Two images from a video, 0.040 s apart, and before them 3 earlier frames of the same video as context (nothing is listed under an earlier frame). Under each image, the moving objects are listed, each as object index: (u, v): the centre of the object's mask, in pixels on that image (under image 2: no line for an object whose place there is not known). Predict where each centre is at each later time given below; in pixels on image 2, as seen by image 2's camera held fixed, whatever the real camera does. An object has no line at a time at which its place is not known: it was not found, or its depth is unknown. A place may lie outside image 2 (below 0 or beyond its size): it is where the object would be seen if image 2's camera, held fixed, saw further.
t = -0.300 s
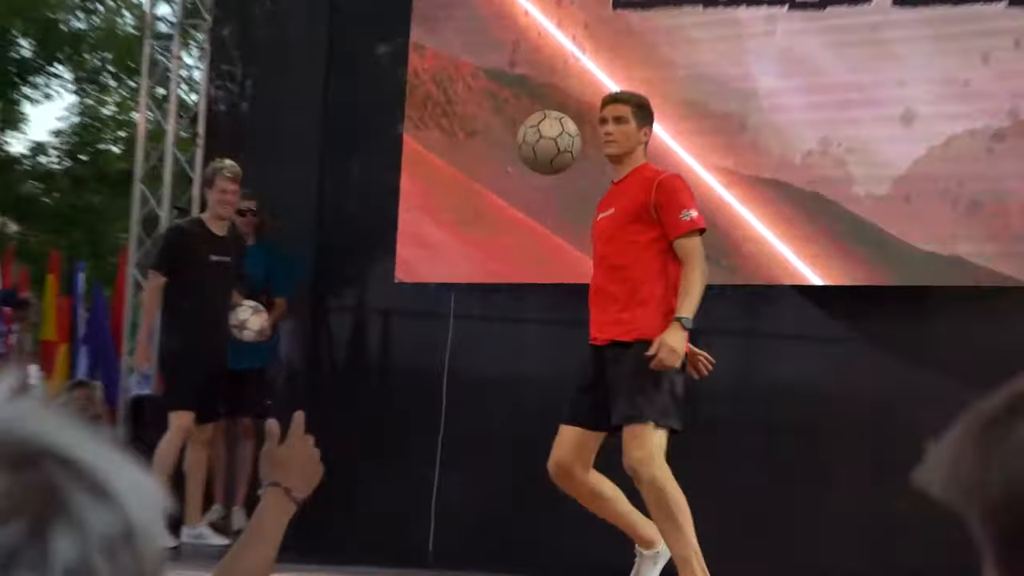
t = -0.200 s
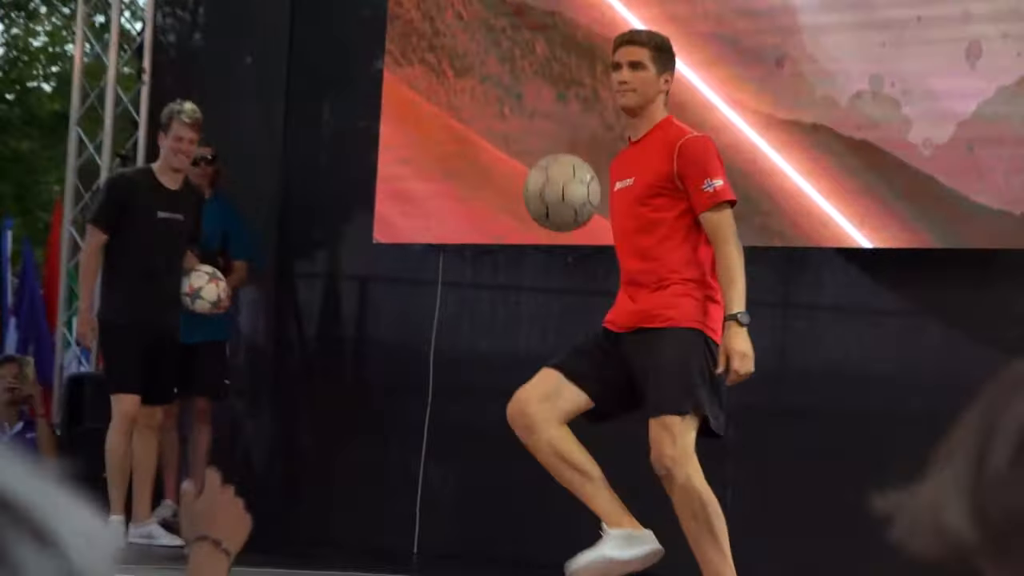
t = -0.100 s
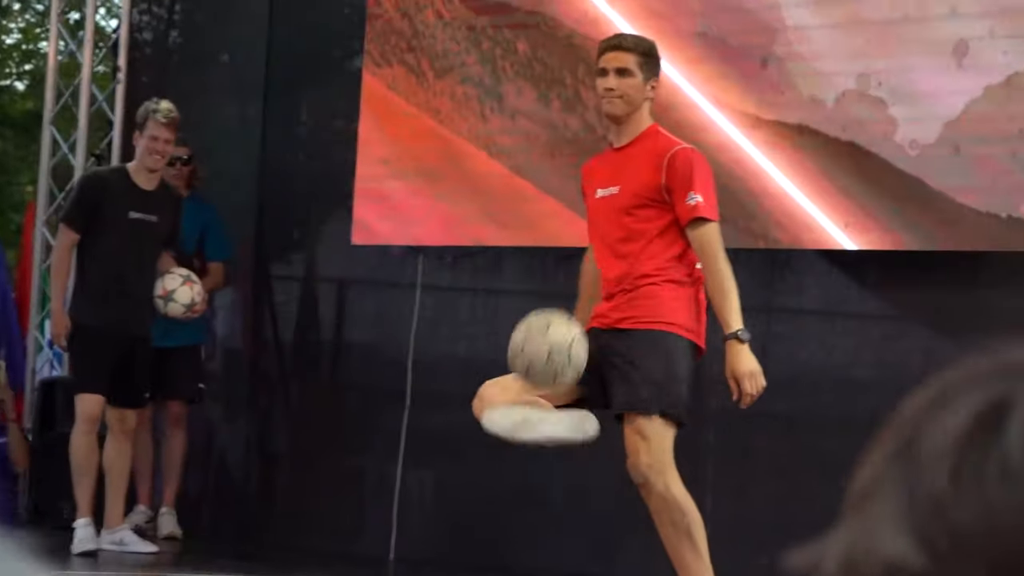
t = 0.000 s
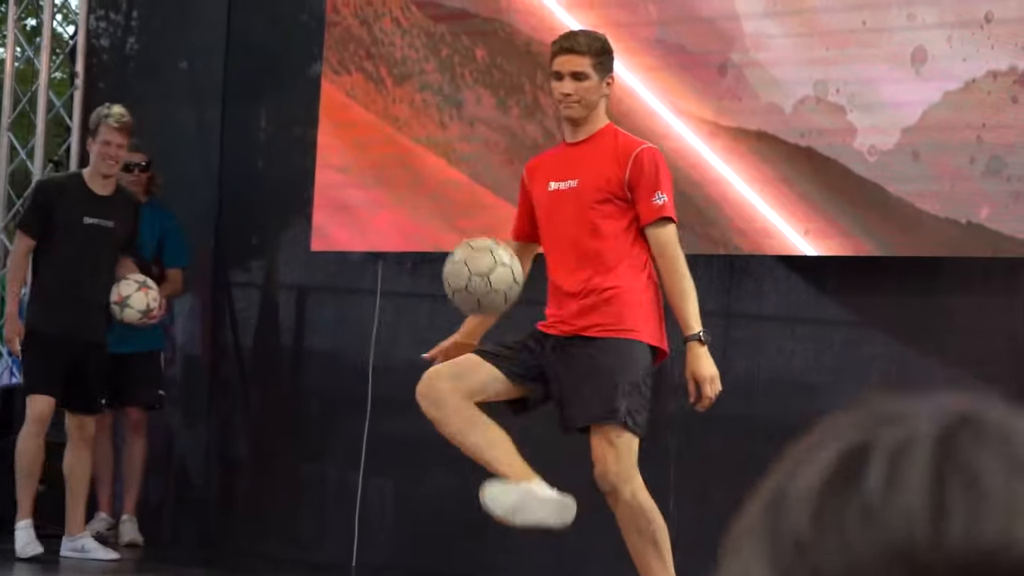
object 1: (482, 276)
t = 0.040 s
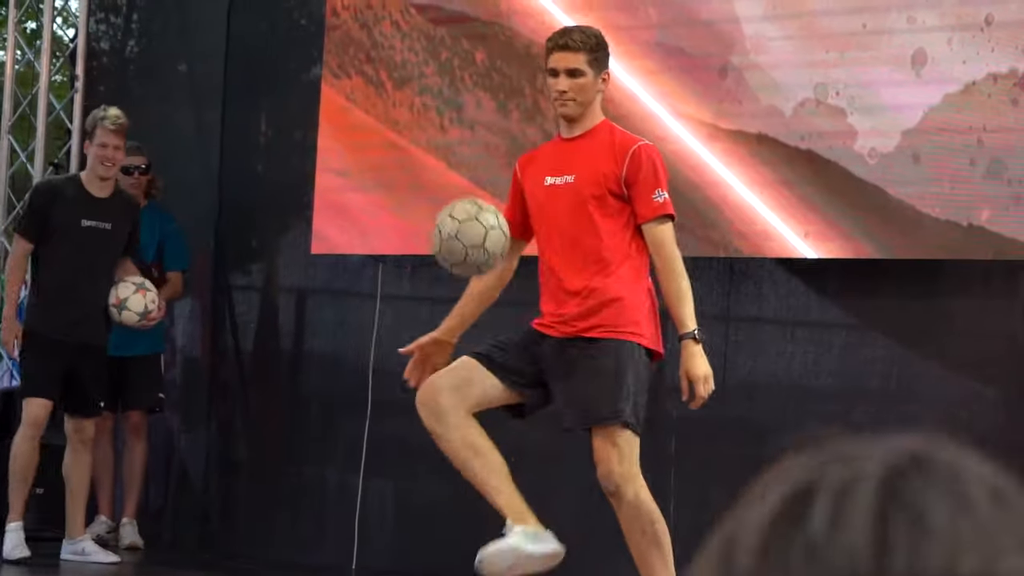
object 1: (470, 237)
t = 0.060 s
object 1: (464, 217)
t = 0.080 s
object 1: (458, 200)
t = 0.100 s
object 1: (452, 184)
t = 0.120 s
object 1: (445, 169)
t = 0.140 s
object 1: (438, 155)
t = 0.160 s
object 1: (431, 143)
